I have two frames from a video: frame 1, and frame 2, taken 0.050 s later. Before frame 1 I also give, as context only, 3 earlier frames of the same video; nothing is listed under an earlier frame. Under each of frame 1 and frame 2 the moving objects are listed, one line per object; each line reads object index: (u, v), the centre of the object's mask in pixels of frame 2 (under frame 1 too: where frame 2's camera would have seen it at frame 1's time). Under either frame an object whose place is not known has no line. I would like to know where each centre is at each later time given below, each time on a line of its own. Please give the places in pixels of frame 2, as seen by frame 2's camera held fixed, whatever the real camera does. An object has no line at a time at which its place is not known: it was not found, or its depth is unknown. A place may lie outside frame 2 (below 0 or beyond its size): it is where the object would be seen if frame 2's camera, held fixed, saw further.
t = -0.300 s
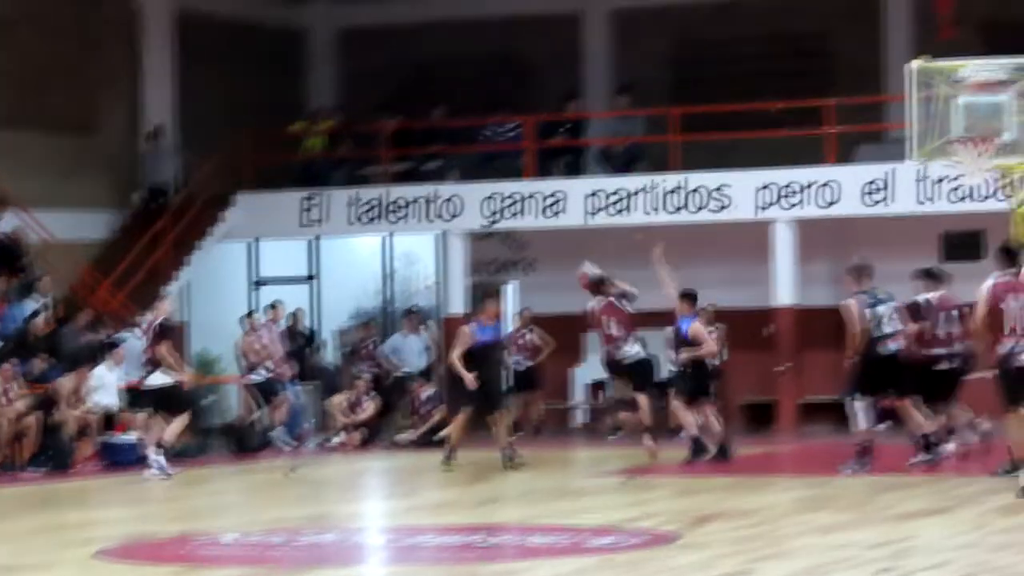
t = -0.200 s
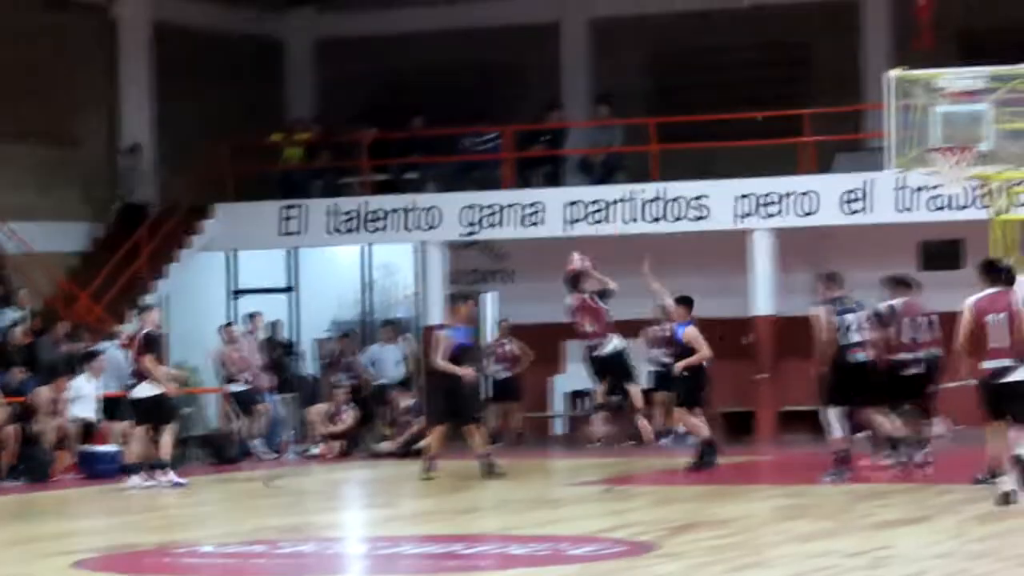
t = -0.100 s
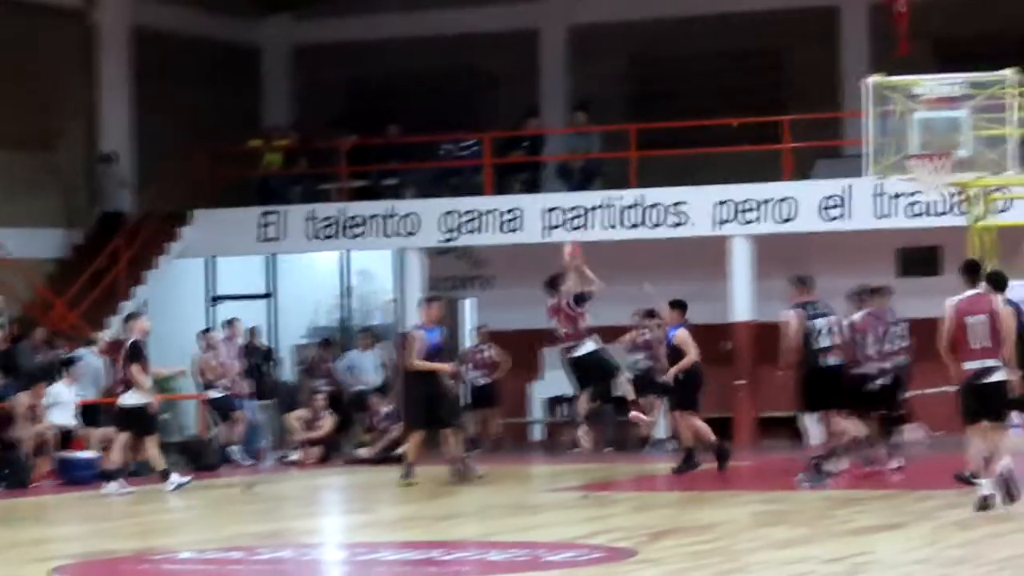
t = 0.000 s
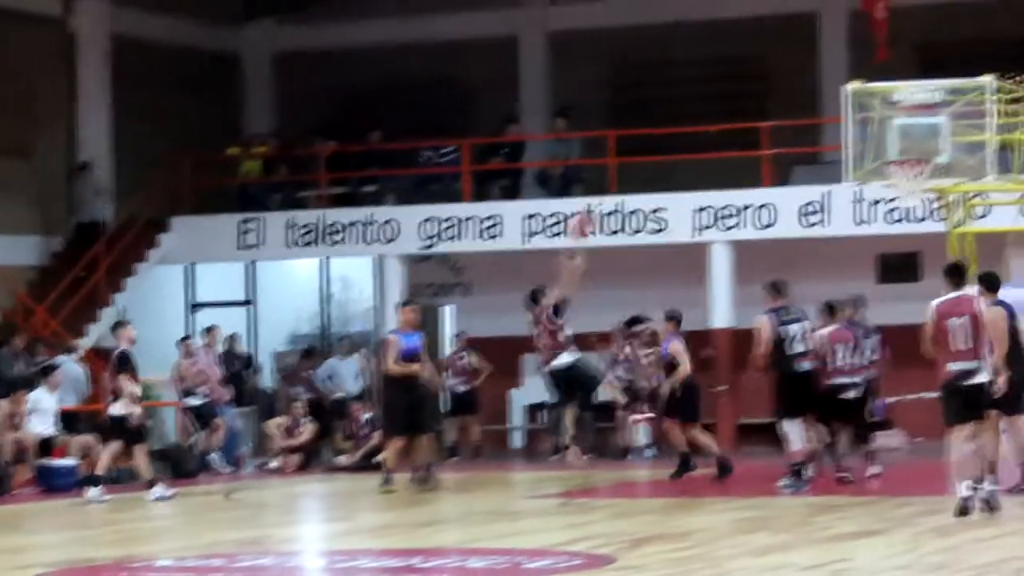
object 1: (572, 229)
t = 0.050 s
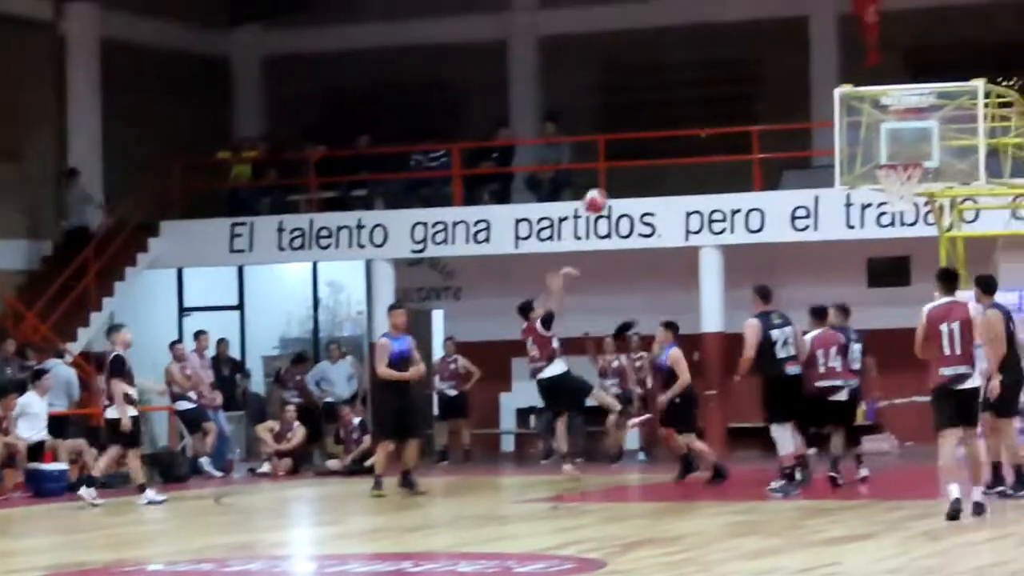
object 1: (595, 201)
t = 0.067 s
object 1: (602, 193)
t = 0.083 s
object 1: (608, 188)
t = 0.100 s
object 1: (615, 181)
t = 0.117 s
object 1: (622, 174)
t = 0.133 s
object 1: (630, 169)
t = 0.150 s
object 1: (637, 164)
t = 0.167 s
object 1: (644, 158)
